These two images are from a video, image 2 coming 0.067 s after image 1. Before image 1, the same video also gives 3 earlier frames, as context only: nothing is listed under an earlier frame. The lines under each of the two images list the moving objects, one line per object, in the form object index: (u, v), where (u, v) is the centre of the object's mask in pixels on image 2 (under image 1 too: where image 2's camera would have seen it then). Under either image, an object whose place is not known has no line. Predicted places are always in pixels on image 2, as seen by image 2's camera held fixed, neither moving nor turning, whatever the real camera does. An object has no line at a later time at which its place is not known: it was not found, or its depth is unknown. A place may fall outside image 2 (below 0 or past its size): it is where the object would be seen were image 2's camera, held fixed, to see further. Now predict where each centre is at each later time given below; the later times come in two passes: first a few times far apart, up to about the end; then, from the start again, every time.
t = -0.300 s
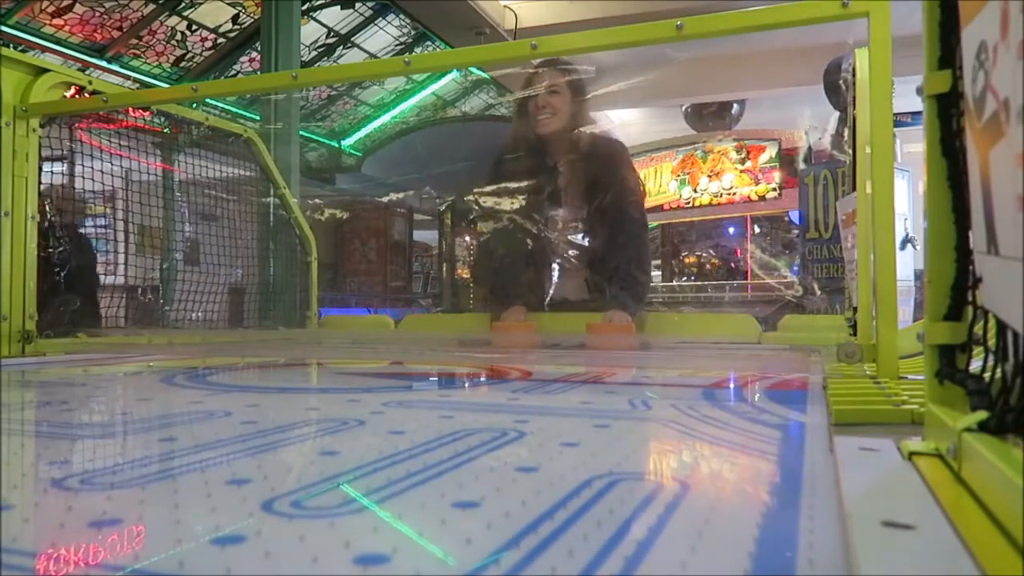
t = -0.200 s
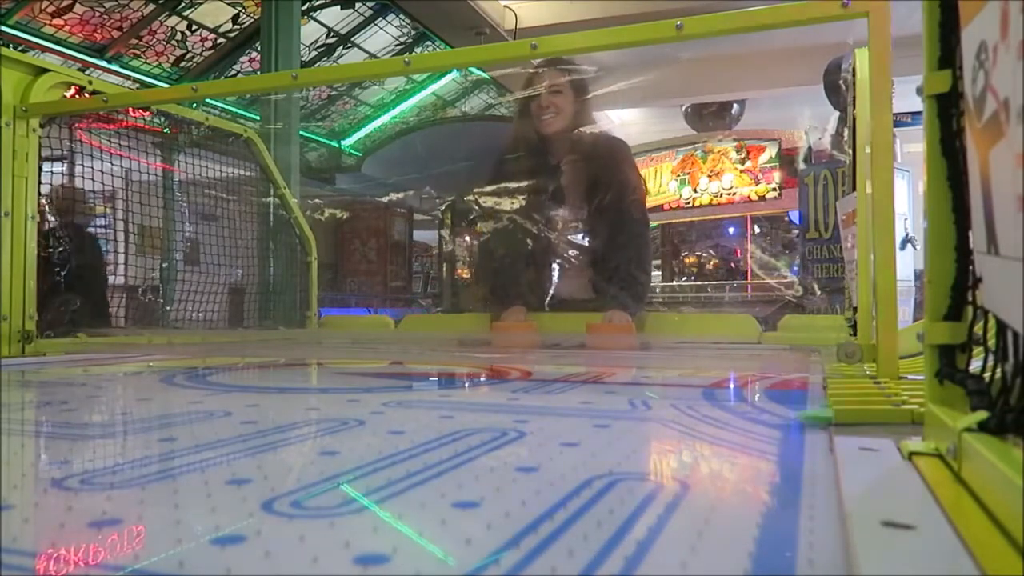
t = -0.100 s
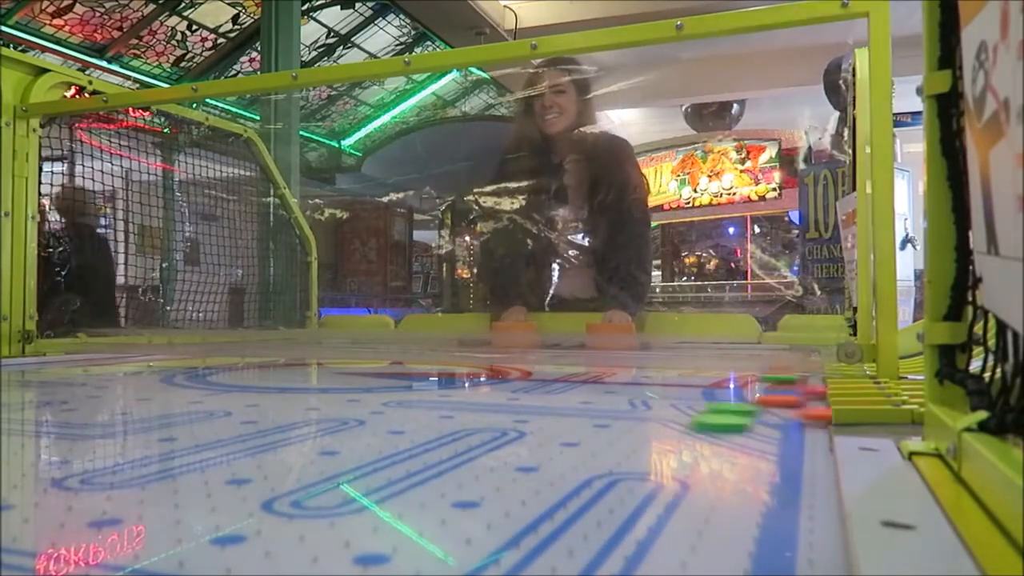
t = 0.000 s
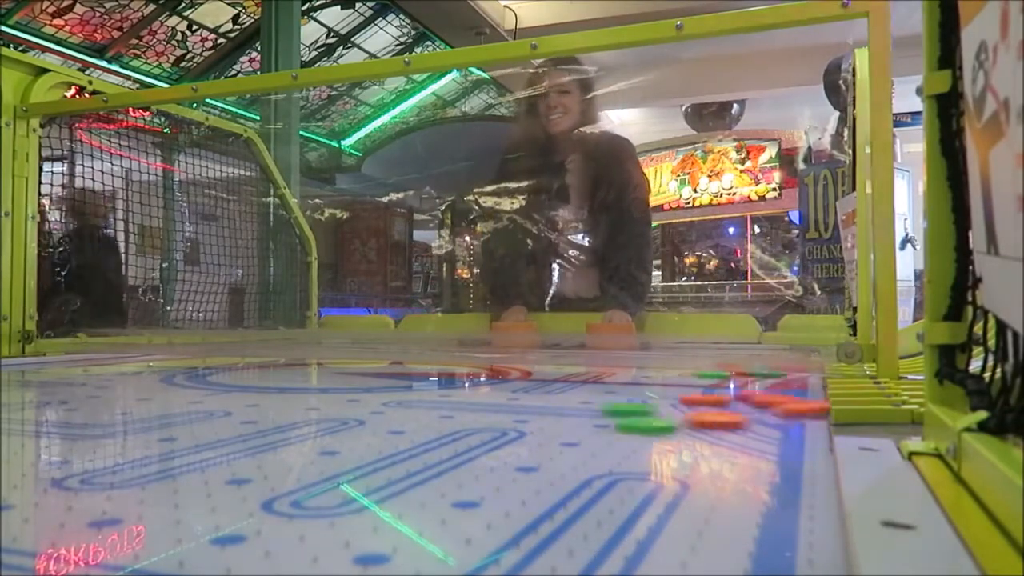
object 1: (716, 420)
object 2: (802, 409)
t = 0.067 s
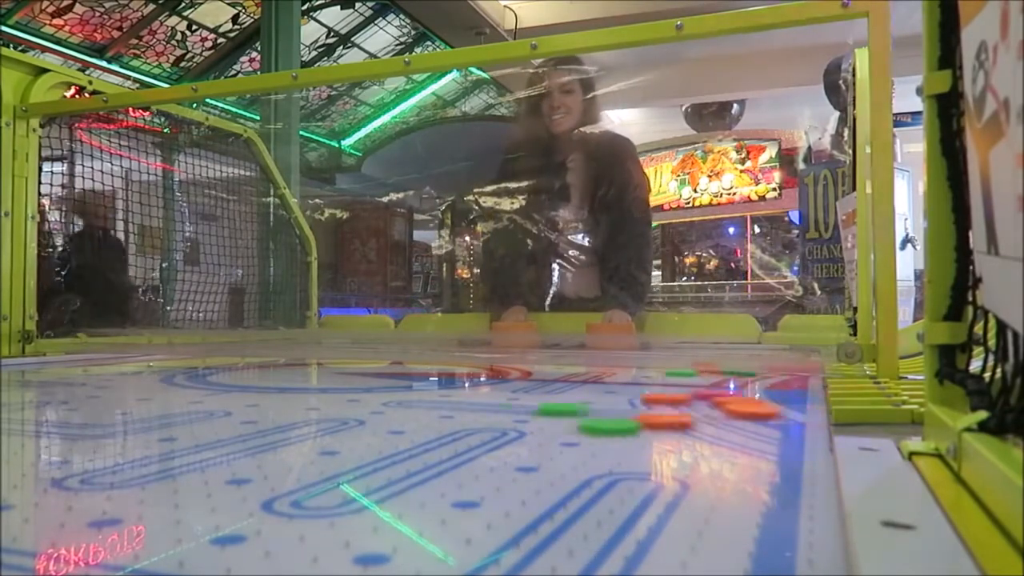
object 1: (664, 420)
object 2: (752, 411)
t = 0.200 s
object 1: (576, 421)
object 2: (684, 413)
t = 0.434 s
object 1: (426, 422)
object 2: (600, 415)
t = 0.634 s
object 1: (300, 422)
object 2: (526, 416)
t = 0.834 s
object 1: (170, 423)
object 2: (450, 418)
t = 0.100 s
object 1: (641, 421)
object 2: (729, 411)
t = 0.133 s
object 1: (619, 420)
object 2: (711, 412)
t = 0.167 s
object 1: (598, 421)
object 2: (697, 413)
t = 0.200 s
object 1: (576, 421)
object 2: (684, 413)
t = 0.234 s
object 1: (554, 420)
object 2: (670, 413)
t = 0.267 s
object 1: (532, 421)
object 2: (657, 414)
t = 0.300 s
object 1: (511, 421)
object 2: (646, 413)
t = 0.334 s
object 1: (490, 421)
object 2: (634, 414)
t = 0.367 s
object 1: (468, 422)
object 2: (624, 414)
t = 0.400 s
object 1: (447, 422)
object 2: (611, 415)
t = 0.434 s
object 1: (426, 422)
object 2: (600, 415)
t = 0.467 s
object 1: (404, 422)
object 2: (586, 415)
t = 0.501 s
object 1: (383, 422)
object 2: (575, 415)
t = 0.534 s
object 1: (363, 422)
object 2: (562, 415)
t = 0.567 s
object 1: (340, 422)
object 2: (550, 416)
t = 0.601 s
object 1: (321, 422)
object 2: (537, 416)
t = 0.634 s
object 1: (300, 422)
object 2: (526, 416)
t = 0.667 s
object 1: (278, 422)
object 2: (513, 416)
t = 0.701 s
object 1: (256, 422)
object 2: (500, 416)
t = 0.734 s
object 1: (236, 422)
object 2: (488, 416)
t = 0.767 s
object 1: (212, 423)
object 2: (476, 416)
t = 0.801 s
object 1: (189, 423)
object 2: (462, 417)
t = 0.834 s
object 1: (170, 423)
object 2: (450, 418)
